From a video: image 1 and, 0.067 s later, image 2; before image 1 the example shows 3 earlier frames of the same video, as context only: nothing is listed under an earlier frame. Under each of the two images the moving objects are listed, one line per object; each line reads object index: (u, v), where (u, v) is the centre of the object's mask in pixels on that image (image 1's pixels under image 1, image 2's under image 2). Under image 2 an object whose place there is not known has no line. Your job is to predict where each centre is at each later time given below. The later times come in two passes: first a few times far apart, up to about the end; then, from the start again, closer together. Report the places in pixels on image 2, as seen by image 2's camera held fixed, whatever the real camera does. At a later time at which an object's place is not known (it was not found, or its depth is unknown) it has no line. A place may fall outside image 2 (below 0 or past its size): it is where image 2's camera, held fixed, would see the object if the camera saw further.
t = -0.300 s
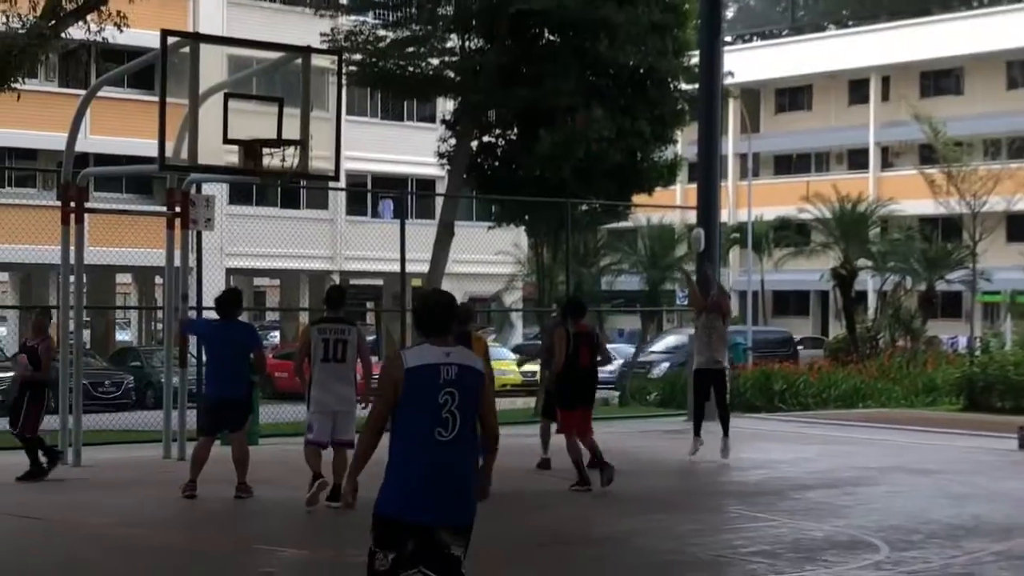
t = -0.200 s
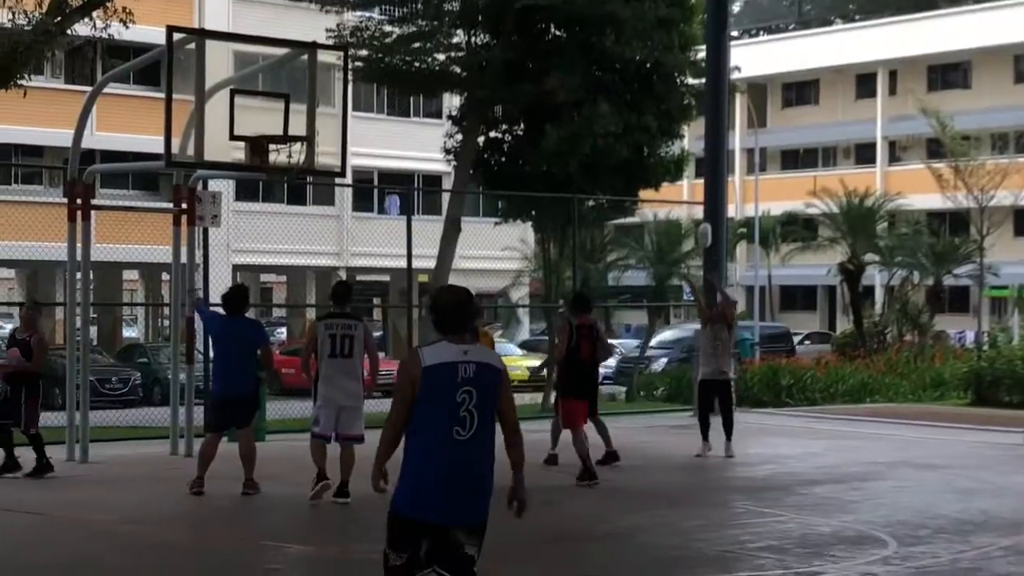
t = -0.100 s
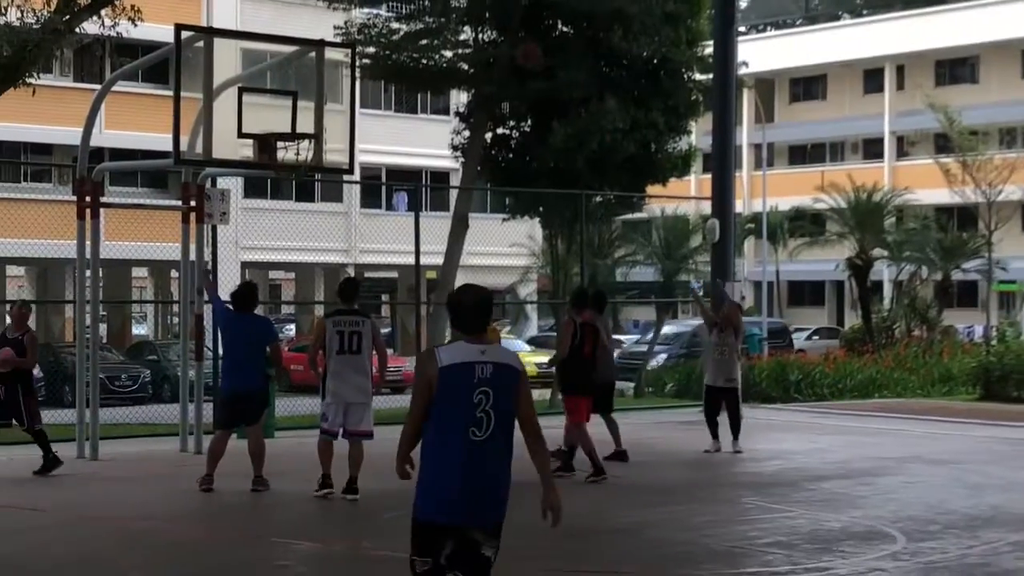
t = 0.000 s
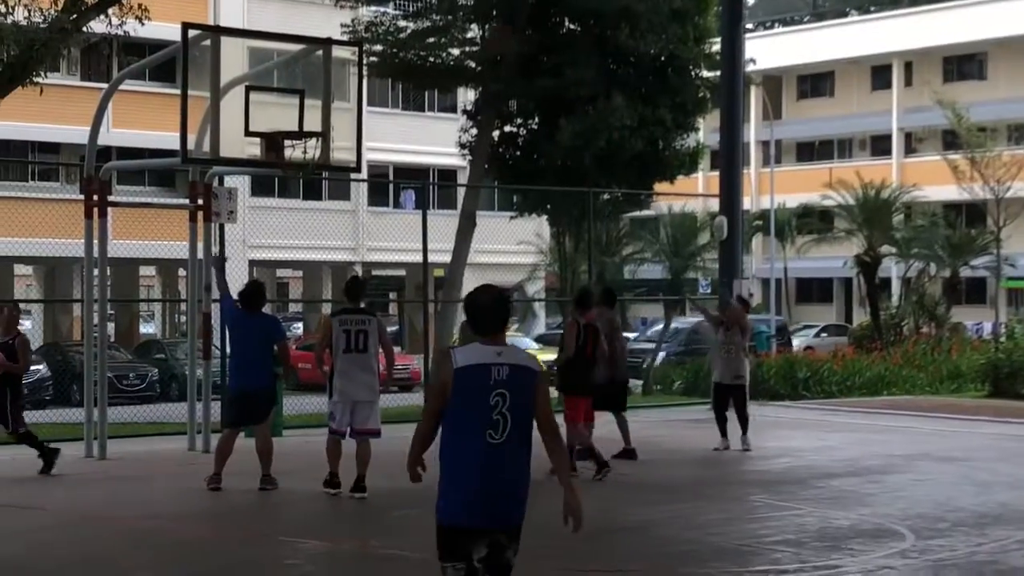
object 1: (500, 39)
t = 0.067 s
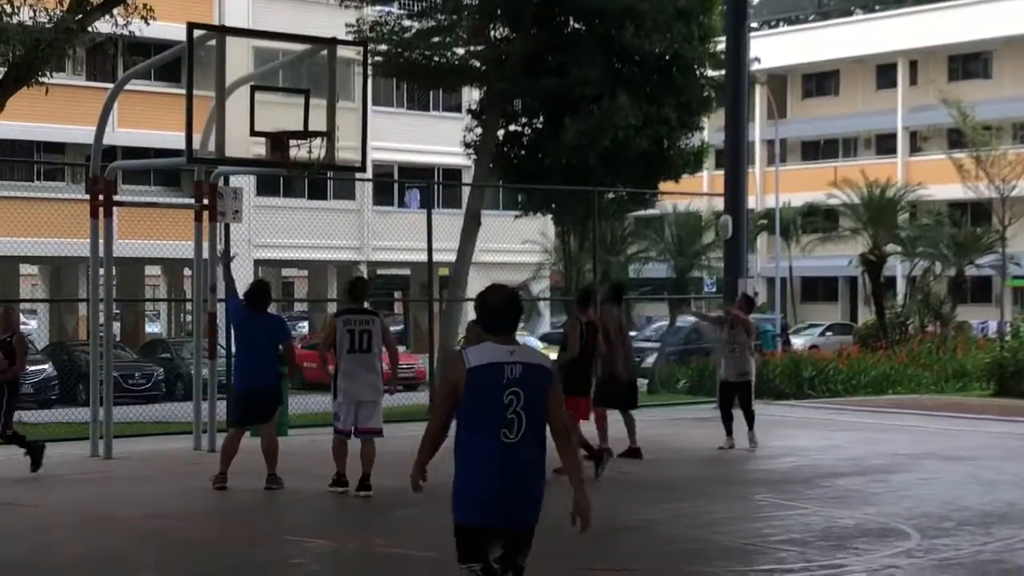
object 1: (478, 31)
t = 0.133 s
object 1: (452, 34)
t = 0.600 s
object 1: (296, 153)
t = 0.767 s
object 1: (299, 153)
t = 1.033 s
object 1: (297, 170)
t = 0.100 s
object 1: (466, 33)
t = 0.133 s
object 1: (452, 34)
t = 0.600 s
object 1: (296, 153)
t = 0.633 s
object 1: (299, 153)
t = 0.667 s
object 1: (301, 152)
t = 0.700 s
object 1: (302, 151)
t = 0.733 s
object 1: (300, 152)
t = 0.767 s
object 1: (299, 153)
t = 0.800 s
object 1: (298, 154)
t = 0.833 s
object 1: (299, 155)
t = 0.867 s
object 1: (298, 156)
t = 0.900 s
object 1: (295, 158)
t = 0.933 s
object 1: (297, 161)
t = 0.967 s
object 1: (295, 165)
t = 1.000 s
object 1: (296, 167)
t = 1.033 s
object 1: (297, 170)
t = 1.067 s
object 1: (298, 169)
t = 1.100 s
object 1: (299, 186)
